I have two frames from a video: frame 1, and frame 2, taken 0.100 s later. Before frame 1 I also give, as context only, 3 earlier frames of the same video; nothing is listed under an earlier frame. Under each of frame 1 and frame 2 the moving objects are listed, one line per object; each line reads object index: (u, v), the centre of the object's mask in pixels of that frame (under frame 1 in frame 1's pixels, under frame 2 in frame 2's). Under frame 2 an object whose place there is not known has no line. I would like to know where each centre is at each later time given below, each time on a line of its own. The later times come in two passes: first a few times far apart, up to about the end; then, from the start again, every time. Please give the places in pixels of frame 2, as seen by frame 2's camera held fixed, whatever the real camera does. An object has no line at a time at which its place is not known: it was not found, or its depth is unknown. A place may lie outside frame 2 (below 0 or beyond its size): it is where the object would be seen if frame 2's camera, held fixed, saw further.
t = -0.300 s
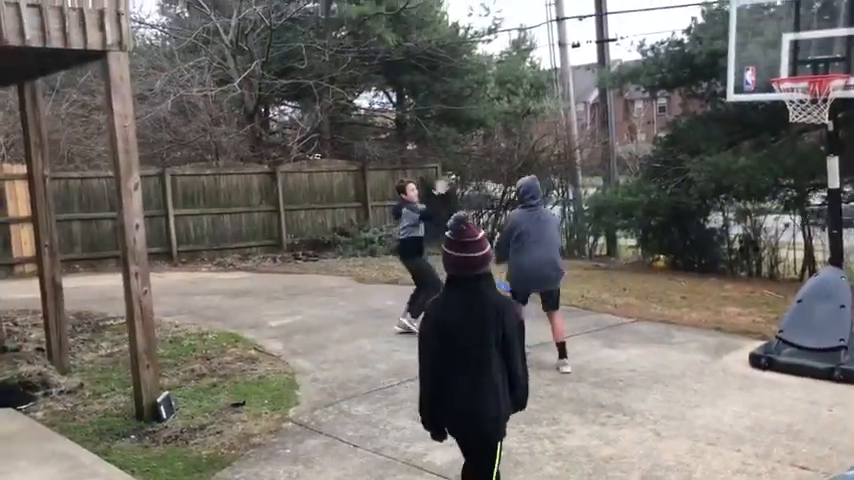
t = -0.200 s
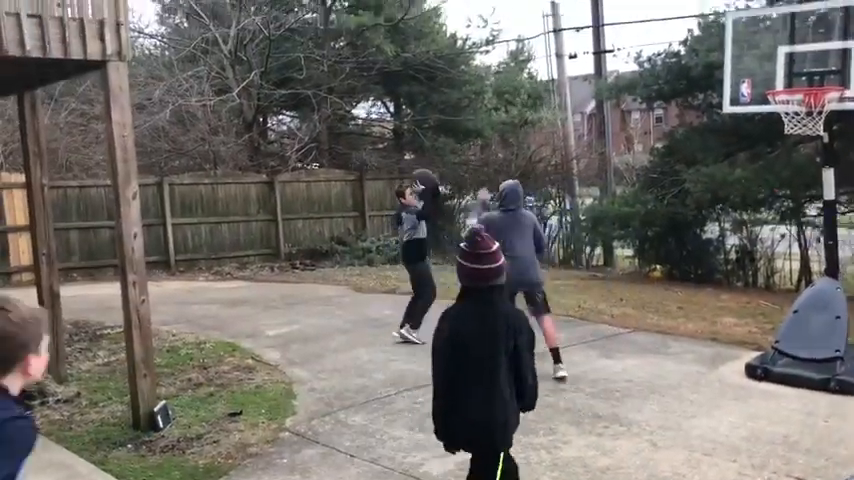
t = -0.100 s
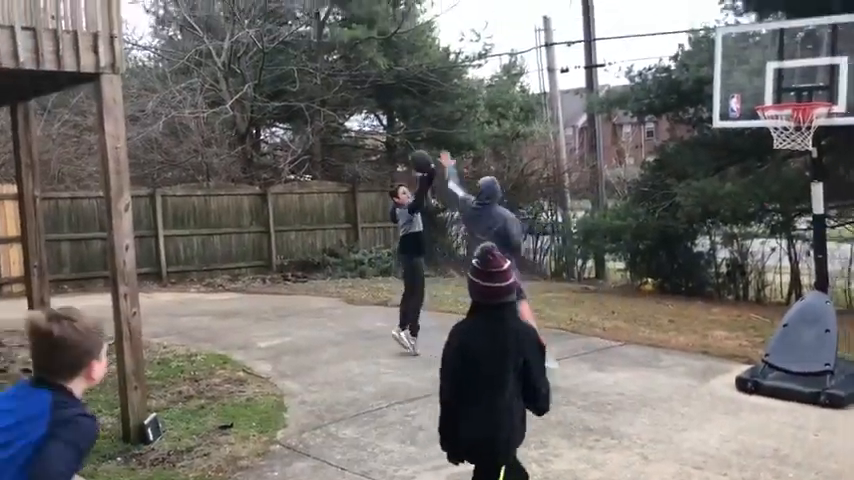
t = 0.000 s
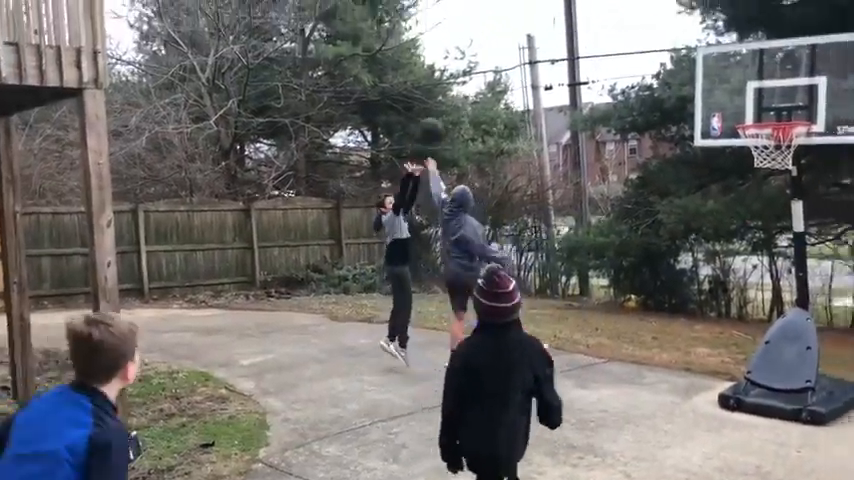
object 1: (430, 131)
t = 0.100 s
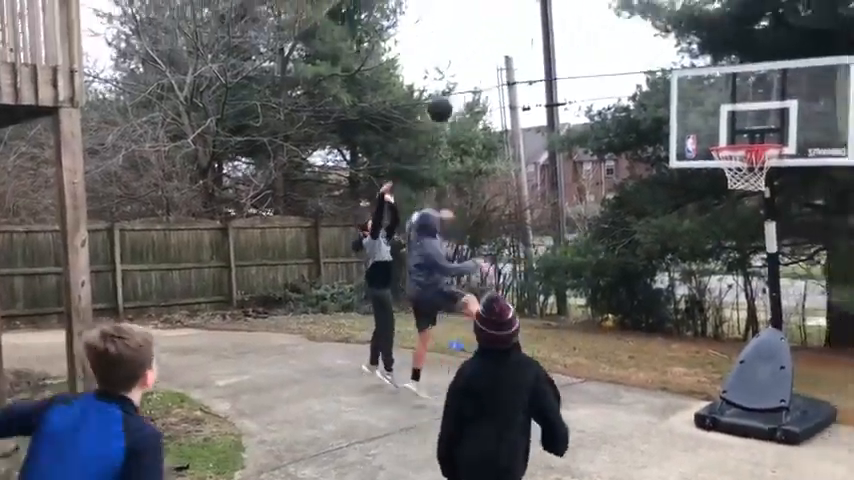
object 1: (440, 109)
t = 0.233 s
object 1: (484, 70)
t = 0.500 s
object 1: (582, 43)
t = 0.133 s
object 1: (451, 97)
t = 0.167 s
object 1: (461, 87)
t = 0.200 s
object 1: (473, 78)
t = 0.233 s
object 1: (484, 70)
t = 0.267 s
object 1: (496, 62)
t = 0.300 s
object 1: (507, 57)
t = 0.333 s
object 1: (518, 53)
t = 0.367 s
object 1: (533, 48)
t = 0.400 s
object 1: (543, 46)
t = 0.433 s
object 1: (556, 44)
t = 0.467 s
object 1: (569, 43)
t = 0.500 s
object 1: (582, 43)
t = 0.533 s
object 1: (595, 45)
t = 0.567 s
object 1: (610, 49)
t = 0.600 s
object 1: (623, 53)
